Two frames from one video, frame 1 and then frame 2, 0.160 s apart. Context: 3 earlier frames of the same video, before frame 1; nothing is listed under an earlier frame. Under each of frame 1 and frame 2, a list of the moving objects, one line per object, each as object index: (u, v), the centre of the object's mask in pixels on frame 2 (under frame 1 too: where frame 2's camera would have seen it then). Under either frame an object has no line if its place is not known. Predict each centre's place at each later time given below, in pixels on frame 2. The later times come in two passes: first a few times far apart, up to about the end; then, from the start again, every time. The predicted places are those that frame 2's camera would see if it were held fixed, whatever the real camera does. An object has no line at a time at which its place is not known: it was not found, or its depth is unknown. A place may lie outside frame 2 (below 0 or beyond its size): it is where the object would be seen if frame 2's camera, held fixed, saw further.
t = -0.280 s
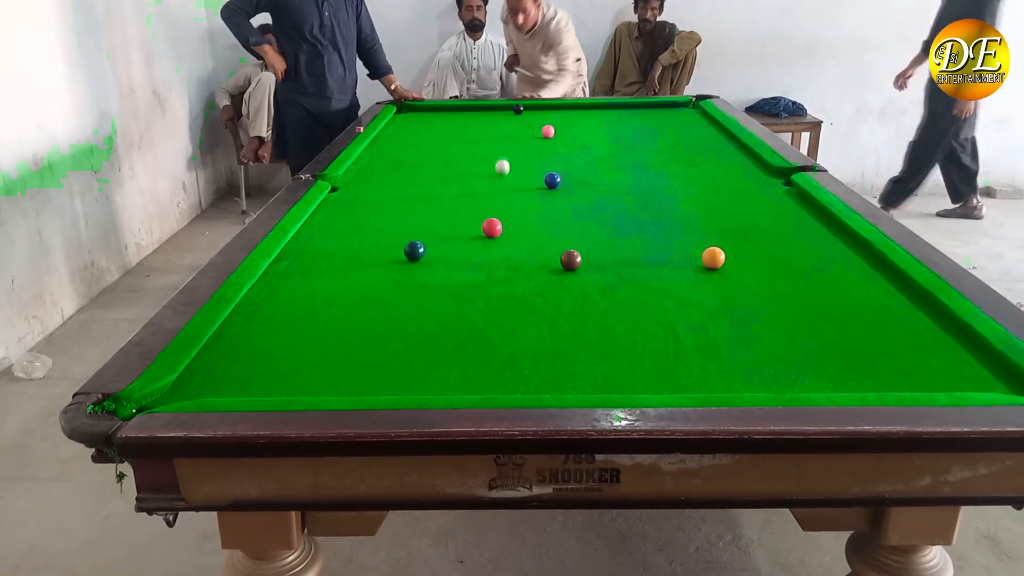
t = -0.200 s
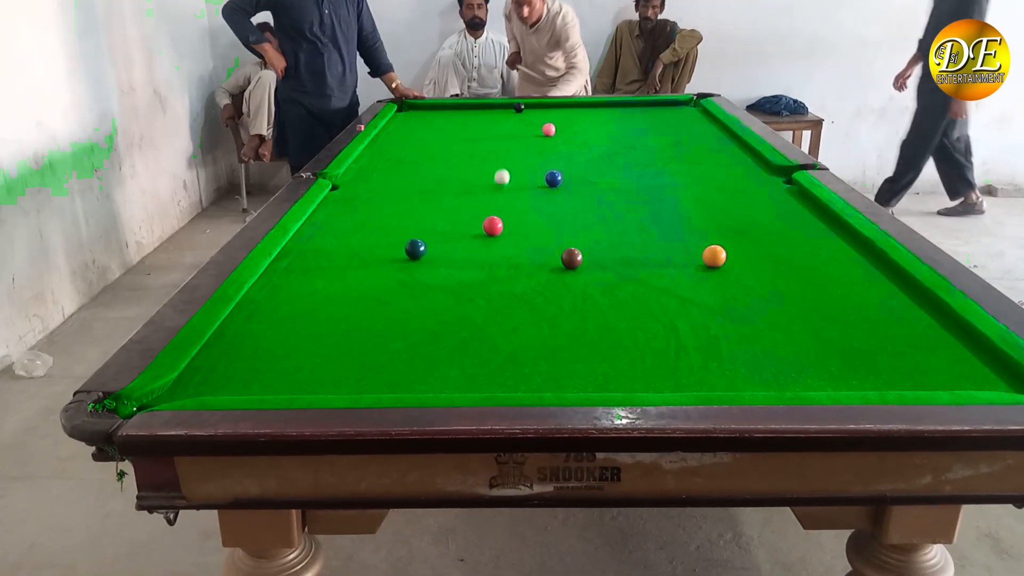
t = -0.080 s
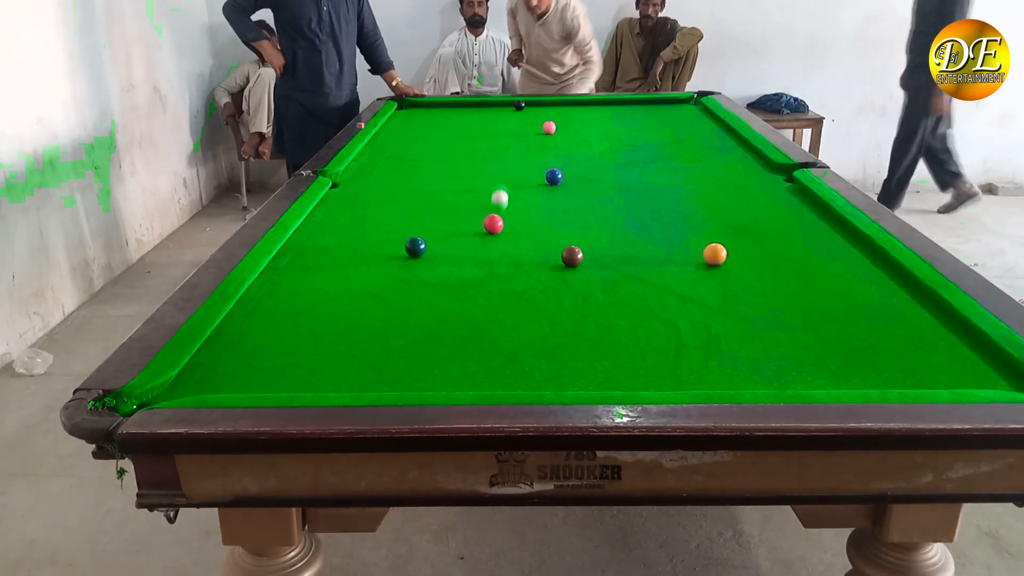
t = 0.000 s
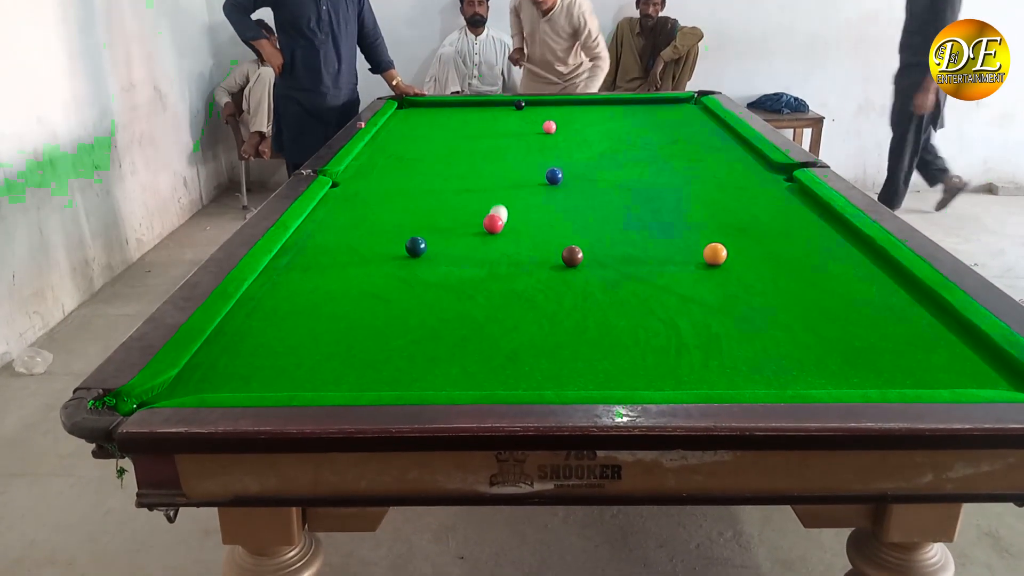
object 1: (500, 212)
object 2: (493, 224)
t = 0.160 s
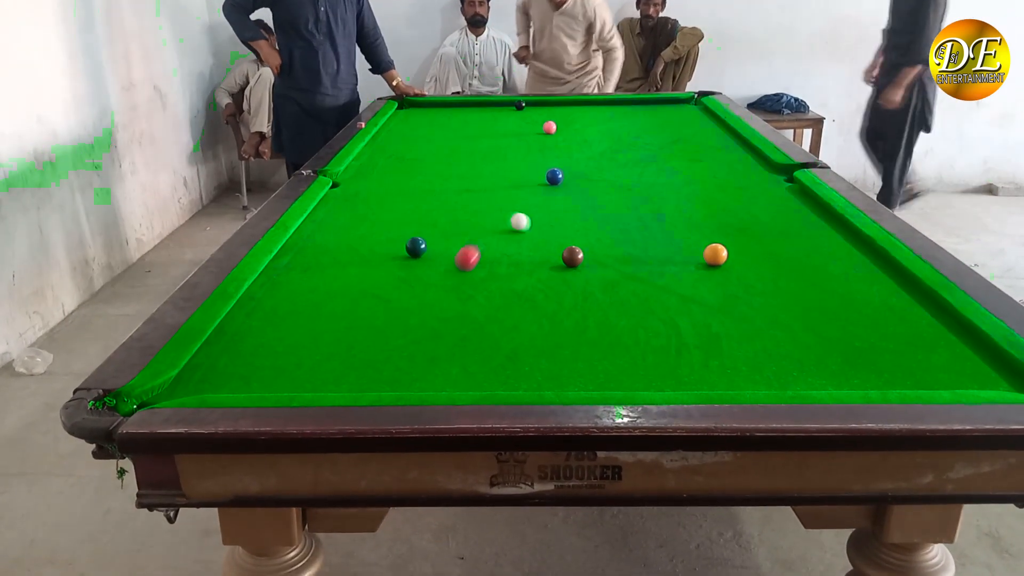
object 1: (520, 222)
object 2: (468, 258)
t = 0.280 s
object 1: (533, 228)
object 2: (449, 282)
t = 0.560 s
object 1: (568, 243)
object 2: (392, 356)
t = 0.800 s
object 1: (599, 251)
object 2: (368, 355)
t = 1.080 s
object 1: (629, 255)
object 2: (371, 300)
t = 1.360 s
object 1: (657, 258)
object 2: (372, 261)
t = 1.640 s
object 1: (682, 261)
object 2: (373, 230)
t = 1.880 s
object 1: (701, 263)
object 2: (373, 210)
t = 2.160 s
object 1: (719, 265)
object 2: (372, 190)
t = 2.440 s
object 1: (733, 267)
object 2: (372, 174)
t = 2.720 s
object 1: (742, 268)
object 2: (371, 161)
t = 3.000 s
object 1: (747, 269)
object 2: (371, 149)
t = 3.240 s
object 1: (748, 269)
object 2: (377, 141)
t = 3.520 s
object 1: (747, 269)
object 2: (388, 134)
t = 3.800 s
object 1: (747, 268)
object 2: (398, 128)
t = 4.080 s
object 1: (747, 268)
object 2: (407, 122)
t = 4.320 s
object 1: (748, 269)
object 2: (413, 118)
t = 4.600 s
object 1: (747, 269)
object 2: (419, 114)
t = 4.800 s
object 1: (748, 269)
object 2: (423, 111)
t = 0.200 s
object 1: (525, 224)
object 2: (461, 266)
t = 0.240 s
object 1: (529, 226)
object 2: (455, 273)
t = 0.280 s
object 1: (533, 228)
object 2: (449, 282)
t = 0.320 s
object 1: (539, 231)
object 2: (442, 291)
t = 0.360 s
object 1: (544, 234)
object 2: (435, 300)
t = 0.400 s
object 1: (549, 236)
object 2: (426, 311)
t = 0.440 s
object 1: (553, 238)
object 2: (419, 320)
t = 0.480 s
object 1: (558, 240)
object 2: (411, 332)
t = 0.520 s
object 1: (562, 242)
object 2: (401, 344)
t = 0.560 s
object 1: (568, 243)
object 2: (392, 356)
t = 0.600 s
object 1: (575, 245)
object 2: (382, 369)
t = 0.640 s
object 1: (581, 247)
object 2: (371, 380)
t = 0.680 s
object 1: (584, 249)
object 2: (365, 382)
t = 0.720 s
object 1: (588, 250)
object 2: (366, 374)
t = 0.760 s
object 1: (593, 251)
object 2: (367, 364)
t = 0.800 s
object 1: (599, 251)
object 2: (368, 355)
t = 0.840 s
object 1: (603, 252)
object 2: (368, 345)
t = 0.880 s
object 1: (607, 252)
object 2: (368, 337)
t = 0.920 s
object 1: (612, 253)
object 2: (369, 329)
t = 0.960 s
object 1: (617, 254)
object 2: (369, 321)
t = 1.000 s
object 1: (621, 254)
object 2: (370, 314)
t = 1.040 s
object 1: (625, 255)
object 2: (370, 307)
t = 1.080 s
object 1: (629, 255)
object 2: (371, 300)
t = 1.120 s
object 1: (633, 255)
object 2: (371, 294)
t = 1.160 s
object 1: (638, 256)
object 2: (371, 288)
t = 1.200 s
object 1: (642, 256)
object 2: (371, 282)
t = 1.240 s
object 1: (647, 257)
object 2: (371, 276)
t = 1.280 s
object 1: (650, 258)
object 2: (372, 271)
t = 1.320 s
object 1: (654, 258)
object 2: (372, 266)
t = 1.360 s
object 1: (657, 258)
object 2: (372, 261)
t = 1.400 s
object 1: (661, 259)
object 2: (372, 256)
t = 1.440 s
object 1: (665, 259)
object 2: (372, 251)
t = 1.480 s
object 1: (669, 260)
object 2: (372, 246)
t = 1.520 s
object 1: (672, 260)
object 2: (373, 242)
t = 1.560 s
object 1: (675, 261)
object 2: (373, 238)
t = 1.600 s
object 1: (679, 261)
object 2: (373, 234)
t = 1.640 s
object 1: (682, 261)
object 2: (373, 230)
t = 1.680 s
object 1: (686, 262)
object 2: (373, 226)
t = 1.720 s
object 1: (689, 262)
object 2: (373, 223)
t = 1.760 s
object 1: (692, 262)
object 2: (373, 220)
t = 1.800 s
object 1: (695, 263)
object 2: (373, 216)
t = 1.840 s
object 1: (698, 263)
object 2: (373, 213)
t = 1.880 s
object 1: (701, 263)
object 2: (373, 210)
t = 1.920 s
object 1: (704, 264)
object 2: (373, 207)
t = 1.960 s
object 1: (707, 264)
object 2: (373, 204)
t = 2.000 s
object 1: (709, 264)
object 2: (373, 201)
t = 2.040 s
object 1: (711, 264)
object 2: (372, 198)
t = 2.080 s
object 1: (714, 264)
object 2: (373, 195)
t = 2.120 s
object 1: (716, 265)
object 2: (372, 193)
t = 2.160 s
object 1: (719, 265)
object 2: (372, 190)
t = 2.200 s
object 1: (721, 265)
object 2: (372, 188)
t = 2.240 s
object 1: (723, 266)
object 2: (372, 185)
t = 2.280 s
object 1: (725, 266)
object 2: (372, 183)
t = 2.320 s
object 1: (727, 266)
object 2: (372, 181)
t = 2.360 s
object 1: (729, 266)
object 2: (372, 178)
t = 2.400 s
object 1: (731, 267)
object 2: (372, 176)
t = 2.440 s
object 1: (733, 267)
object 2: (372, 174)
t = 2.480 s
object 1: (734, 267)
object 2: (372, 172)
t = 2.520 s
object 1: (735, 267)
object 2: (372, 170)
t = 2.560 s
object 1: (737, 268)
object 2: (372, 168)
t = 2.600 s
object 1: (739, 268)
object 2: (372, 166)
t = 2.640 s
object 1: (740, 268)
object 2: (372, 164)
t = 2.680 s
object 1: (741, 268)
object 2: (371, 163)
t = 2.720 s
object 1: (742, 268)
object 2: (371, 161)
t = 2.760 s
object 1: (743, 268)
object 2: (371, 159)
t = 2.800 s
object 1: (744, 268)
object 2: (371, 157)
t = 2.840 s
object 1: (745, 268)
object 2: (371, 155)
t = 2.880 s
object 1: (746, 269)
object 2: (371, 154)
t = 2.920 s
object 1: (746, 269)
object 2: (371, 152)
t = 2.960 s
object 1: (747, 269)
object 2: (371, 151)
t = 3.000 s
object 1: (747, 269)
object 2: (371, 149)
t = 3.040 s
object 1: (748, 269)
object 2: (371, 148)
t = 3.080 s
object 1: (748, 269)
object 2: (370, 146)
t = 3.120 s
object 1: (748, 269)
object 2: (371, 145)
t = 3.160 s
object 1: (748, 269)
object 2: (373, 144)
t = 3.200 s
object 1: (748, 269)
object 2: (375, 142)
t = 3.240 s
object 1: (748, 269)
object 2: (377, 141)
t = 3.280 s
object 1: (748, 269)
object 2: (378, 140)
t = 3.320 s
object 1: (748, 269)
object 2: (380, 139)
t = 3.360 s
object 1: (747, 269)
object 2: (382, 138)
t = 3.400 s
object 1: (748, 269)
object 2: (383, 137)
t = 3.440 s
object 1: (748, 268)
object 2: (385, 136)
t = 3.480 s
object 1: (747, 269)
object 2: (387, 135)
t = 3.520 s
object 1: (747, 269)
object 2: (388, 134)
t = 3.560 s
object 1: (747, 269)
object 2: (390, 133)
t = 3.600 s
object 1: (747, 269)
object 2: (391, 132)
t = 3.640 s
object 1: (747, 269)
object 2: (393, 131)
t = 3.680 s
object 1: (747, 268)
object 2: (394, 131)
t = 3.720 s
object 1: (747, 269)
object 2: (396, 130)
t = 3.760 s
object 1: (747, 269)
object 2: (397, 129)
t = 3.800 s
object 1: (747, 268)
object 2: (398, 128)
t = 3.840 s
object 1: (747, 268)
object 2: (400, 127)
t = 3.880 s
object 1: (747, 268)
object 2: (401, 126)
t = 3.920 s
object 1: (747, 268)
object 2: (402, 125)
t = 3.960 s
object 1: (747, 268)
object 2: (404, 125)
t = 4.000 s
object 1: (747, 269)
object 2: (405, 124)
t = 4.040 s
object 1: (747, 268)
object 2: (406, 123)
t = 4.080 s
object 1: (747, 268)
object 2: (407, 122)
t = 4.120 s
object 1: (747, 269)
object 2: (408, 122)
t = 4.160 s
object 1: (747, 269)
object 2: (409, 121)
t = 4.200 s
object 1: (747, 269)
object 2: (410, 120)
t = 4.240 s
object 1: (747, 269)
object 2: (411, 119)
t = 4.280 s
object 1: (747, 269)
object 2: (412, 119)
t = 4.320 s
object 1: (748, 269)
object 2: (413, 118)
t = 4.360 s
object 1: (748, 269)
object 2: (414, 117)
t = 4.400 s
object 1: (748, 269)
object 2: (415, 117)
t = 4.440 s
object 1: (748, 269)
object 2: (416, 116)
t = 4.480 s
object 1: (748, 269)
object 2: (417, 116)
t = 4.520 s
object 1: (748, 269)
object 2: (418, 115)
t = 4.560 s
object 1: (747, 269)
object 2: (418, 114)
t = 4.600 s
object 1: (747, 269)
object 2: (419, 114)
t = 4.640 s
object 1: (748, 269)
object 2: (420, 113)
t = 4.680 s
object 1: (748, 269)
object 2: (421, 113)
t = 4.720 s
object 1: (748, 269)
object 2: (422, 112)
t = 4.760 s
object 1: (748, 268)
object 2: (423, 112)
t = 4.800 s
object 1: (748, 269)
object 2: (423, 111)
